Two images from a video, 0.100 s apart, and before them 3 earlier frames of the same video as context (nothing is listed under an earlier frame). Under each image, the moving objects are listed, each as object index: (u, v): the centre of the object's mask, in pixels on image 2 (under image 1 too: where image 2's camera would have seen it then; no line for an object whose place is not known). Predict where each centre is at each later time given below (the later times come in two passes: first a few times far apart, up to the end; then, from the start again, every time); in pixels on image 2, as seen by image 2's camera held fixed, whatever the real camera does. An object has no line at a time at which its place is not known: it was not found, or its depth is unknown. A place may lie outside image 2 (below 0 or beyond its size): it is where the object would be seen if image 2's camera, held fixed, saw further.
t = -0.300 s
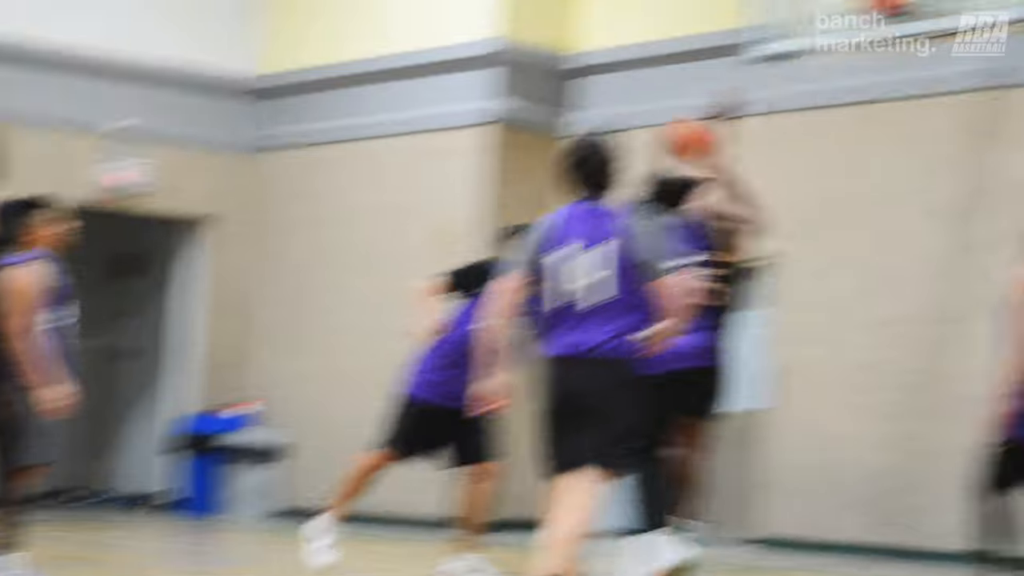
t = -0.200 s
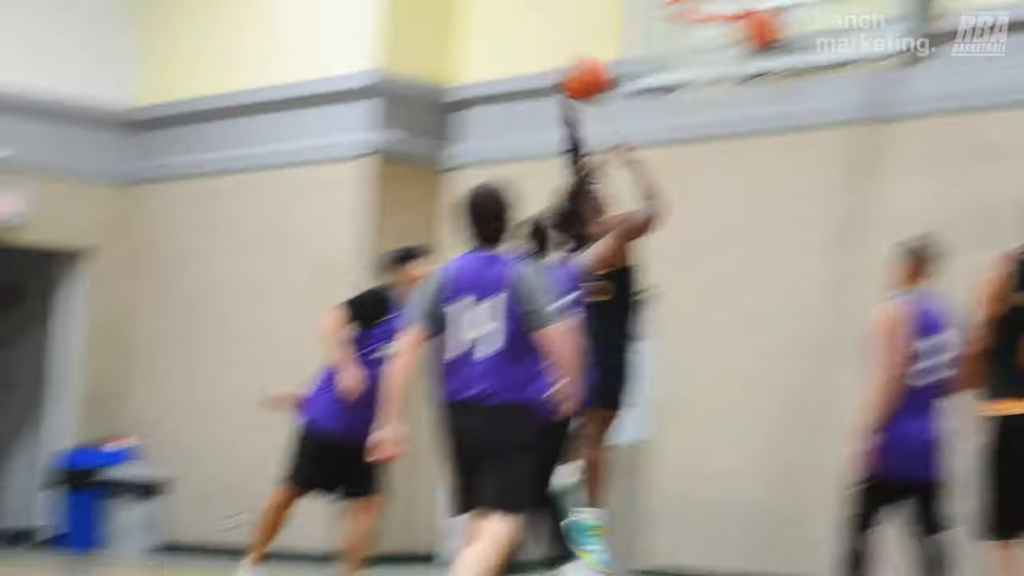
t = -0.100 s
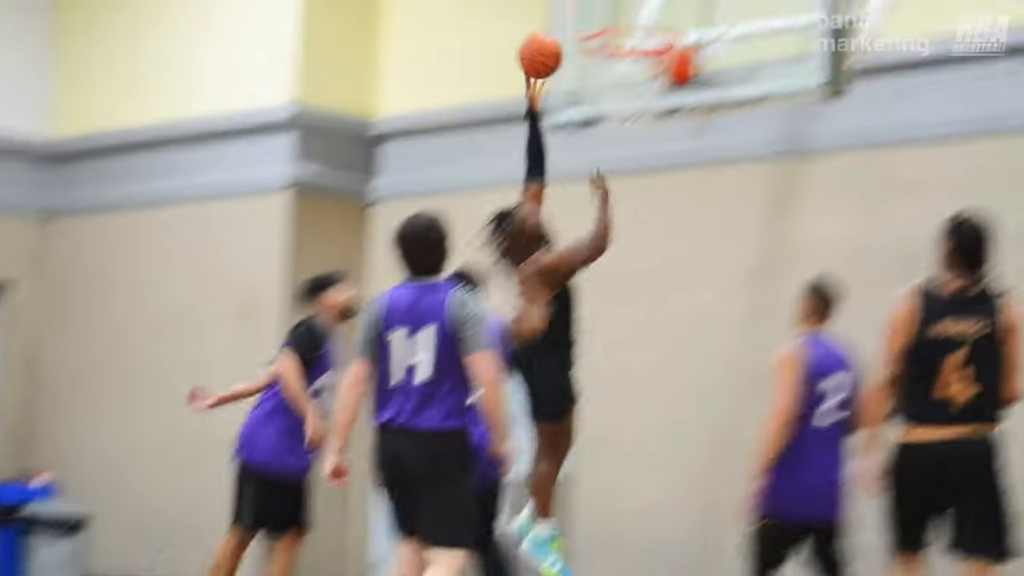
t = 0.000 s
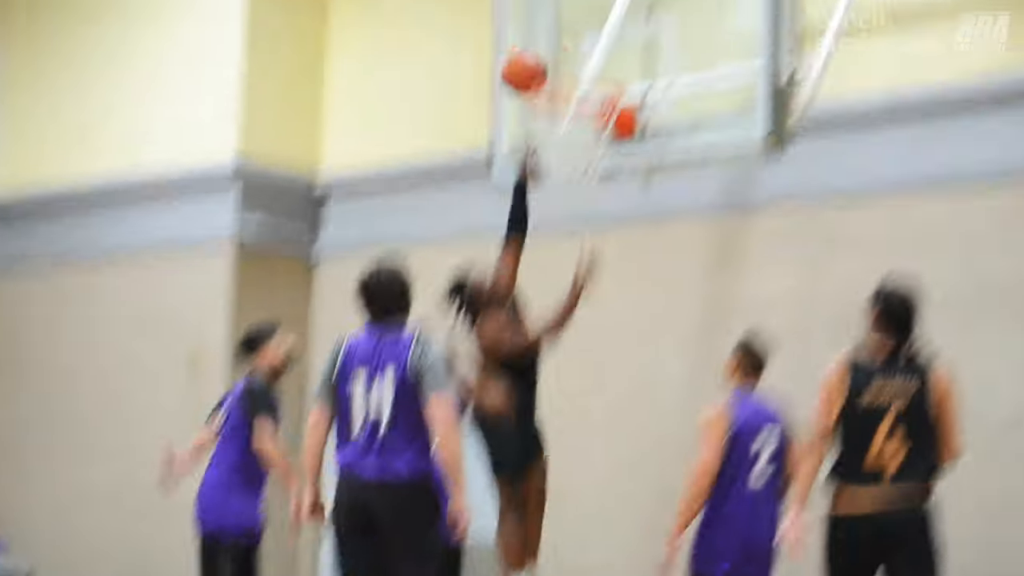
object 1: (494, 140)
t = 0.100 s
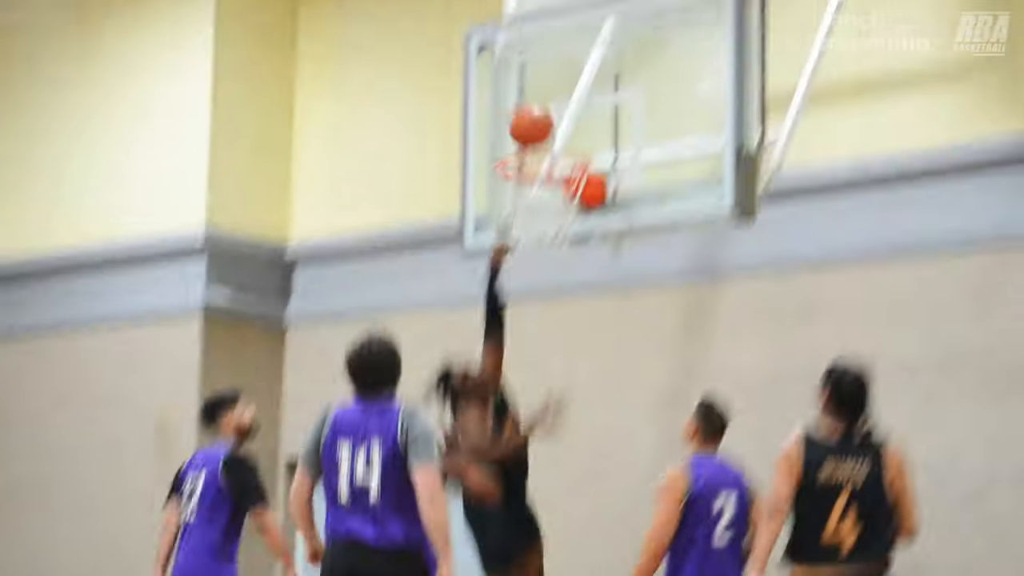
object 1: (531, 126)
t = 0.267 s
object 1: (562, 137)
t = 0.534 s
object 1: (541, 229)
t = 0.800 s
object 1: (506, 373)
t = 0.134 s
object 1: (543, 124)
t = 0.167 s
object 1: (556, 127)
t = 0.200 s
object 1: (565, 129)
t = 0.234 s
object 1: (564, 133)
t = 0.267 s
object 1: (562, 137)
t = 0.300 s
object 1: (560, 141)
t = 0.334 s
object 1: (559, 146)
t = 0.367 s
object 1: (559, 169)
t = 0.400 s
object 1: (556, 180)
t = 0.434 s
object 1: (553, 192)
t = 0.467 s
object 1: (550, 208)
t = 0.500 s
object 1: (545, 223)
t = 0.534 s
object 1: (541, 229)
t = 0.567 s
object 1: (537, 243)
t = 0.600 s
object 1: (533, 254)
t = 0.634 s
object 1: (529, 266)
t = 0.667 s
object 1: (525, 285)
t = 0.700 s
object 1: (520, 304)
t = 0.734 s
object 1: (515, 325)
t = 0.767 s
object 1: (511, 347)
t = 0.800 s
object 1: (506, 373)
